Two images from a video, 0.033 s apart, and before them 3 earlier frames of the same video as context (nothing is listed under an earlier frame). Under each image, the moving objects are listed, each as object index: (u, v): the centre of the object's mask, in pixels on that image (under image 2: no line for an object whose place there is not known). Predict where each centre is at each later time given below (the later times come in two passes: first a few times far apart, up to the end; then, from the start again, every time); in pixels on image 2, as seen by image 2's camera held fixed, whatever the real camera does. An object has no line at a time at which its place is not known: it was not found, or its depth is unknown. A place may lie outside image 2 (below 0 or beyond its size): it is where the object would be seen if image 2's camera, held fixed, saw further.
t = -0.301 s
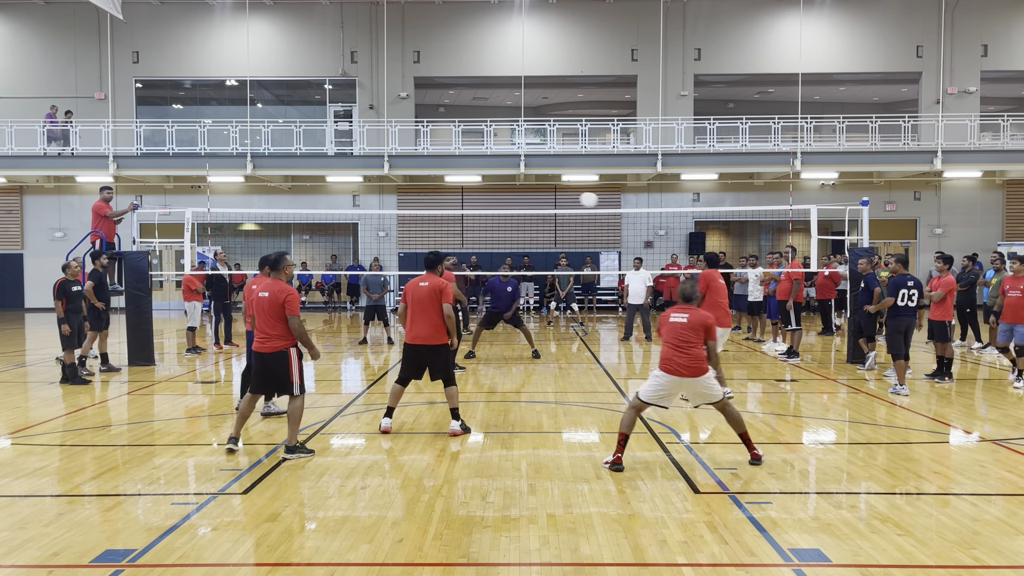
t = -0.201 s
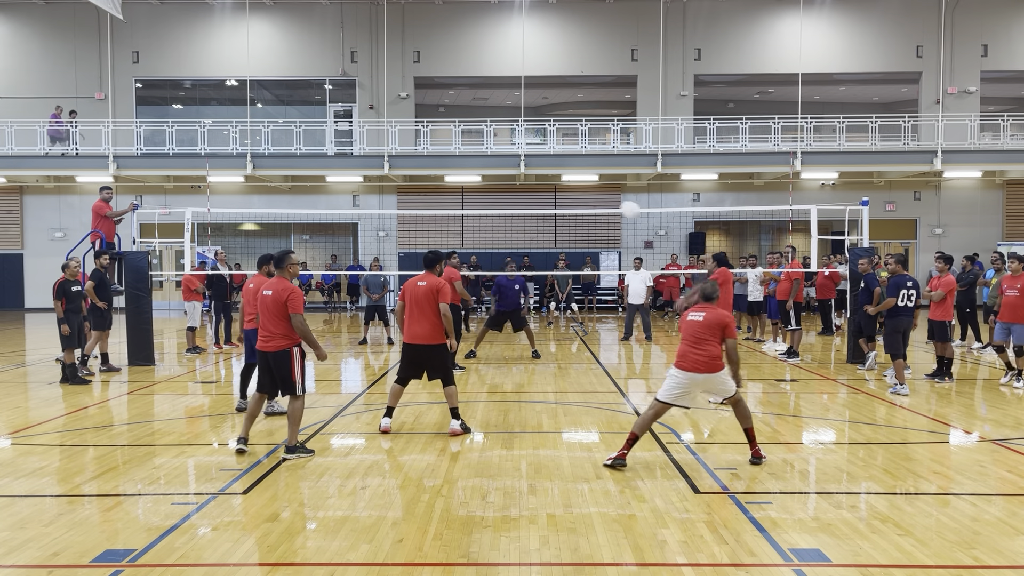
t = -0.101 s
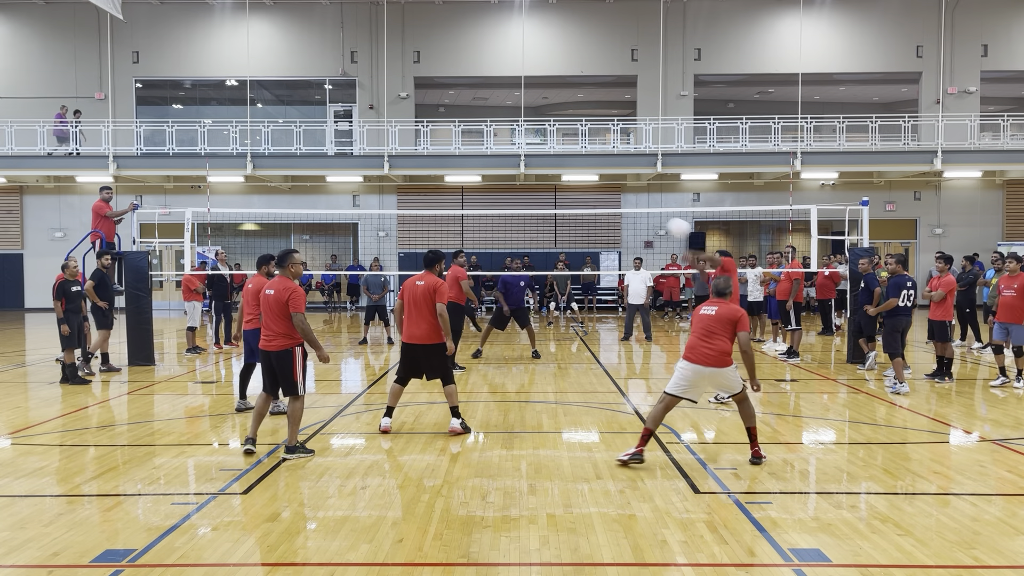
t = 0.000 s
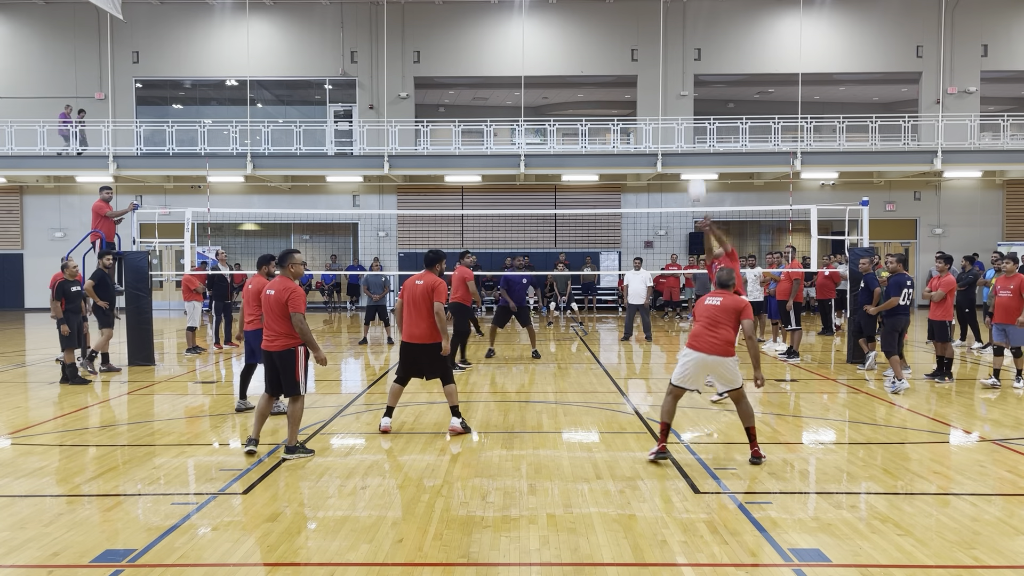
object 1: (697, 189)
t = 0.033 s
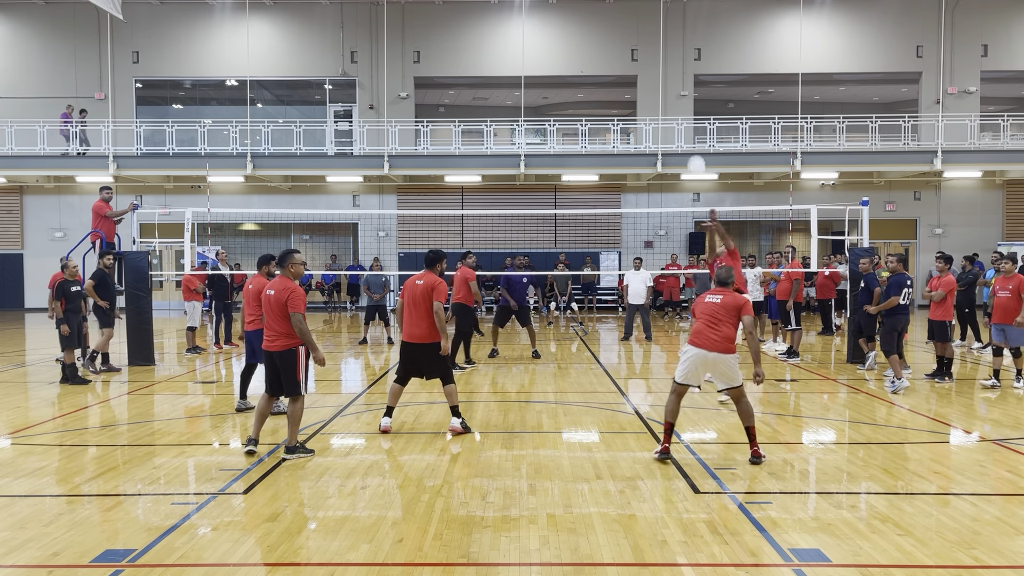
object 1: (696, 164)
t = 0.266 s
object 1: (692, 60)
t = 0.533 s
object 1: (687, 7)
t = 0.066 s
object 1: (696, 149)
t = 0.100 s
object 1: (695, 129)
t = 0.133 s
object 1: (695, 112)
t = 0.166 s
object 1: (694, 97)
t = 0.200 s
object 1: (693, 83)
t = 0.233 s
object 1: (693, 71)
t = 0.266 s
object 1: (692, 60)
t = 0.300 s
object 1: (692, 49)
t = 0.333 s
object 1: (691, 40)
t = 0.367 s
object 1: (690, 32)
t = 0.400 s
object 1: (689, 25)
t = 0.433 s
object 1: (689, 19)
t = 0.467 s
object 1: (688, 14)
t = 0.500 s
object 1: (687, 10)
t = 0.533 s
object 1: (687, 7)
